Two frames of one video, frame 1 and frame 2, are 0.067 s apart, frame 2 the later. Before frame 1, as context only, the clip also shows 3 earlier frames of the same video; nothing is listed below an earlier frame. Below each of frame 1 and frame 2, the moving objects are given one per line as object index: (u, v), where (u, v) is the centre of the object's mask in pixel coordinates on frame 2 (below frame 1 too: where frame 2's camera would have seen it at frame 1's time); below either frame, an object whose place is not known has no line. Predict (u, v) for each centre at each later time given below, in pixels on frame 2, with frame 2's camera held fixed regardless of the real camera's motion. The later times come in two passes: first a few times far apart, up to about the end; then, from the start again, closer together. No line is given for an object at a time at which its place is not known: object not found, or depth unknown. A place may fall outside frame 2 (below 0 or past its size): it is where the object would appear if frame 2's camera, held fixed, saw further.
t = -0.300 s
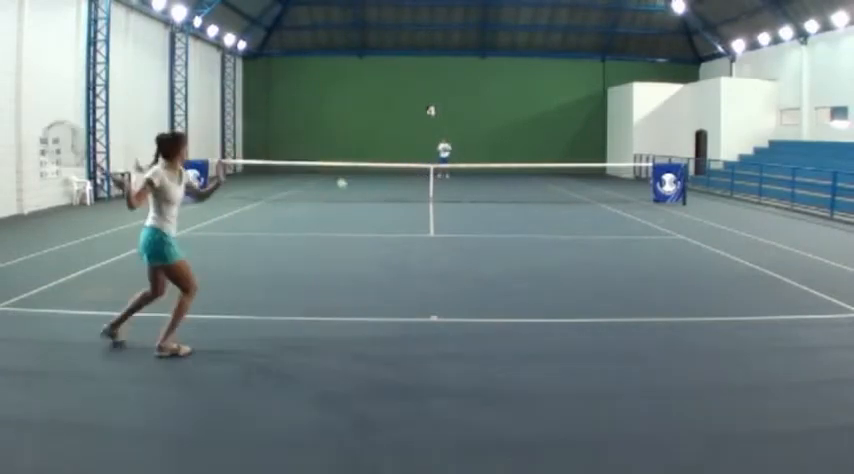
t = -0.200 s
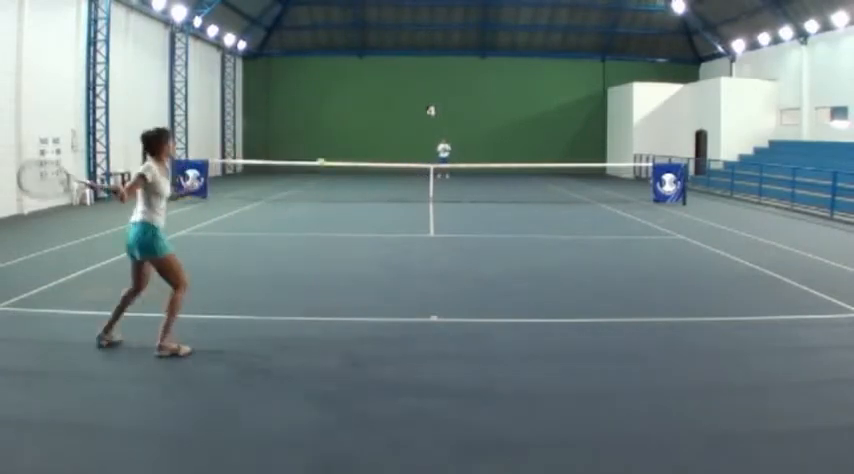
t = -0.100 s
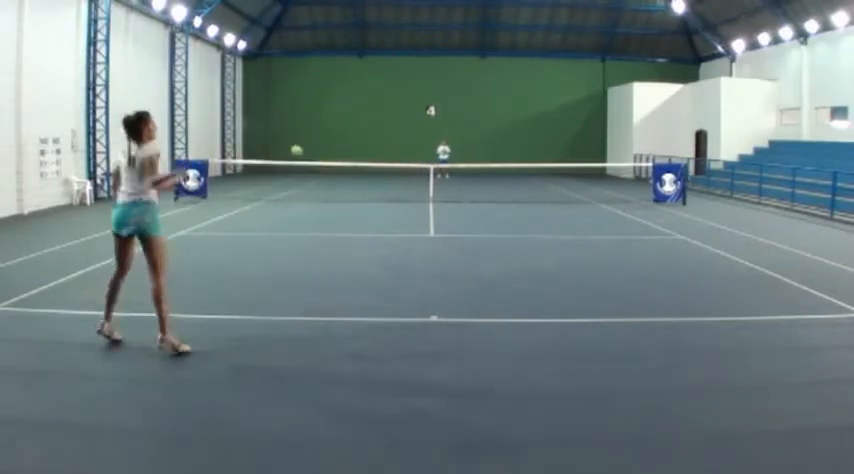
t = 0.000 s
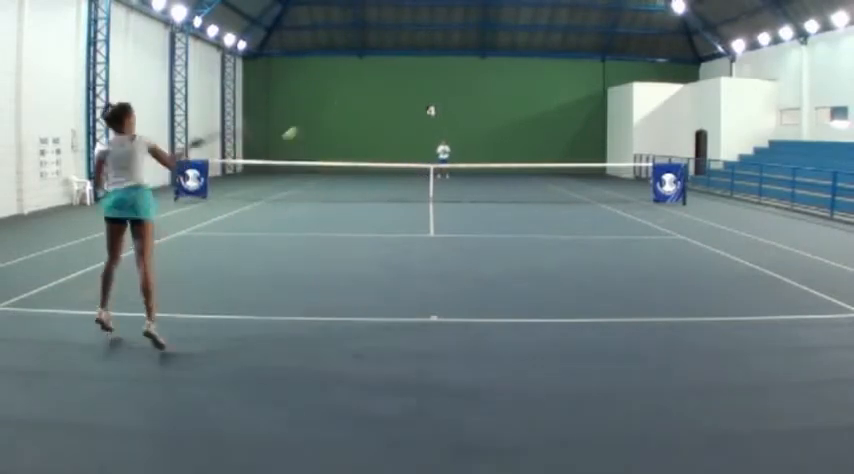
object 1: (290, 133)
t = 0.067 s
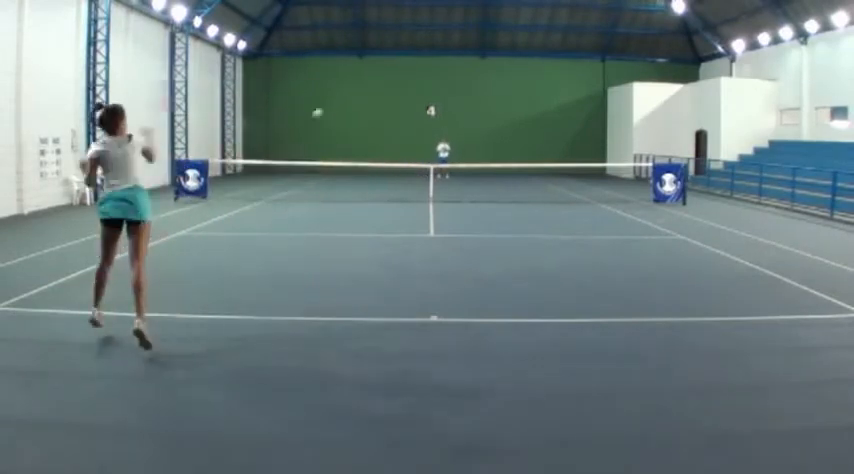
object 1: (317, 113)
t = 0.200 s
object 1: (344, 102)
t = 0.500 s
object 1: (368, 118)
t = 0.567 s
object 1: (370, 125)
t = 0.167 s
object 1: (339, 102)
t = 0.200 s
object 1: (344, 102)
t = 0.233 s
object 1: (348, 102)
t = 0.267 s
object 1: (352, 102)
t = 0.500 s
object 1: (368, 118)
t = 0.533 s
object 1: (369, 121)
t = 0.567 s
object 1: (370, 125)
